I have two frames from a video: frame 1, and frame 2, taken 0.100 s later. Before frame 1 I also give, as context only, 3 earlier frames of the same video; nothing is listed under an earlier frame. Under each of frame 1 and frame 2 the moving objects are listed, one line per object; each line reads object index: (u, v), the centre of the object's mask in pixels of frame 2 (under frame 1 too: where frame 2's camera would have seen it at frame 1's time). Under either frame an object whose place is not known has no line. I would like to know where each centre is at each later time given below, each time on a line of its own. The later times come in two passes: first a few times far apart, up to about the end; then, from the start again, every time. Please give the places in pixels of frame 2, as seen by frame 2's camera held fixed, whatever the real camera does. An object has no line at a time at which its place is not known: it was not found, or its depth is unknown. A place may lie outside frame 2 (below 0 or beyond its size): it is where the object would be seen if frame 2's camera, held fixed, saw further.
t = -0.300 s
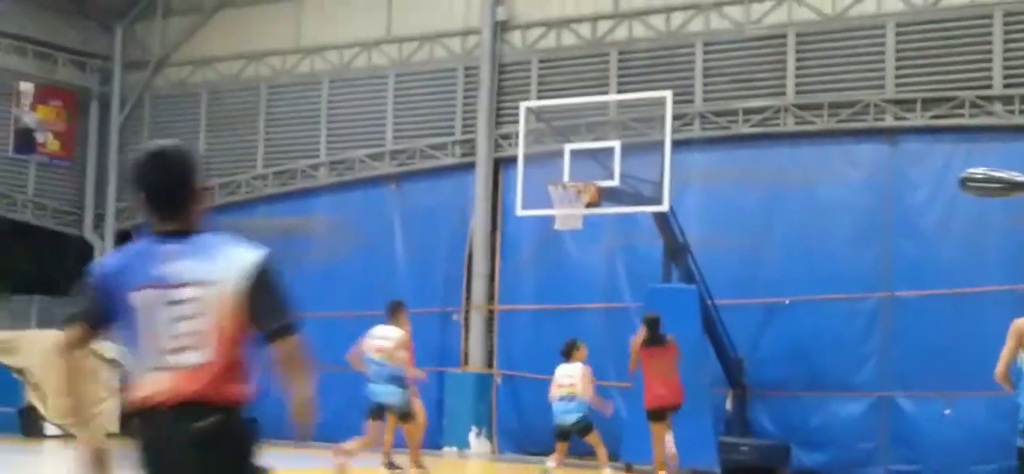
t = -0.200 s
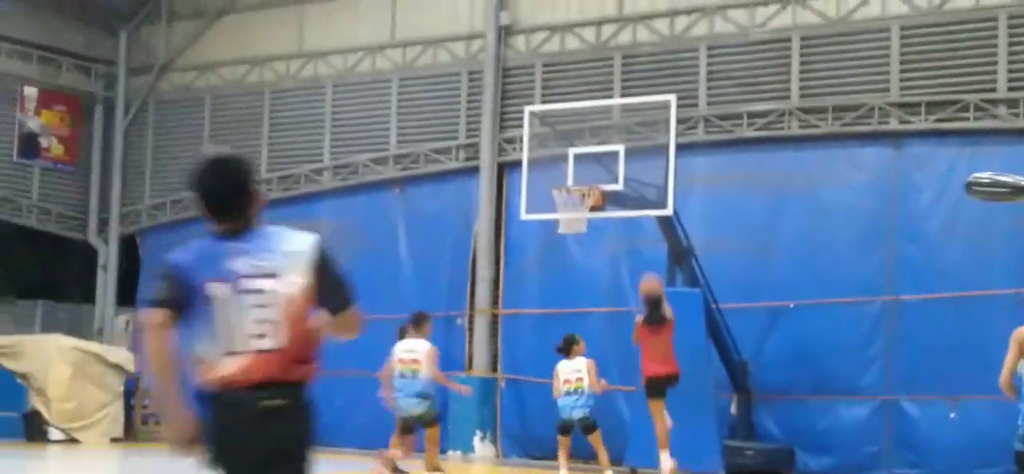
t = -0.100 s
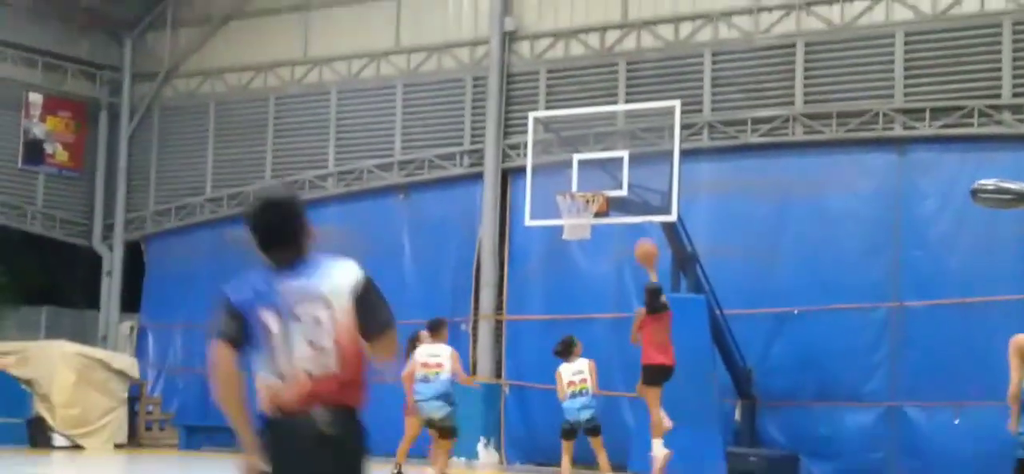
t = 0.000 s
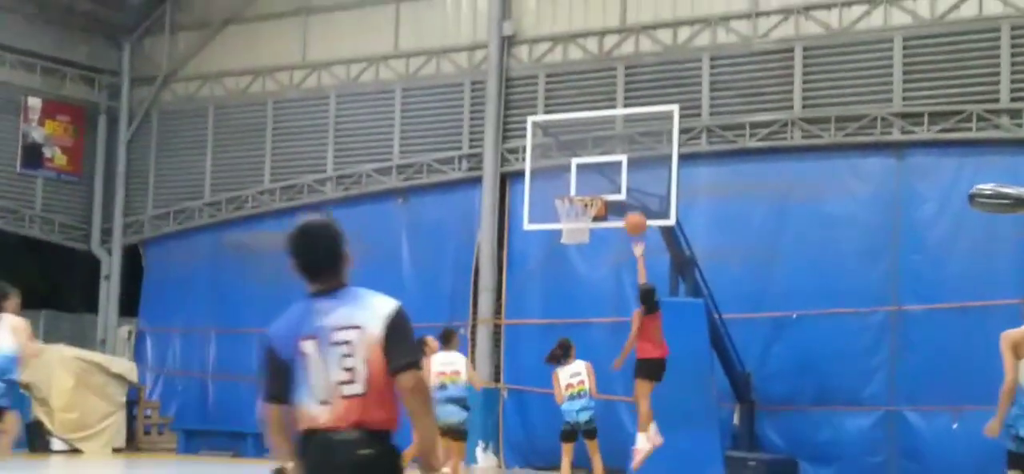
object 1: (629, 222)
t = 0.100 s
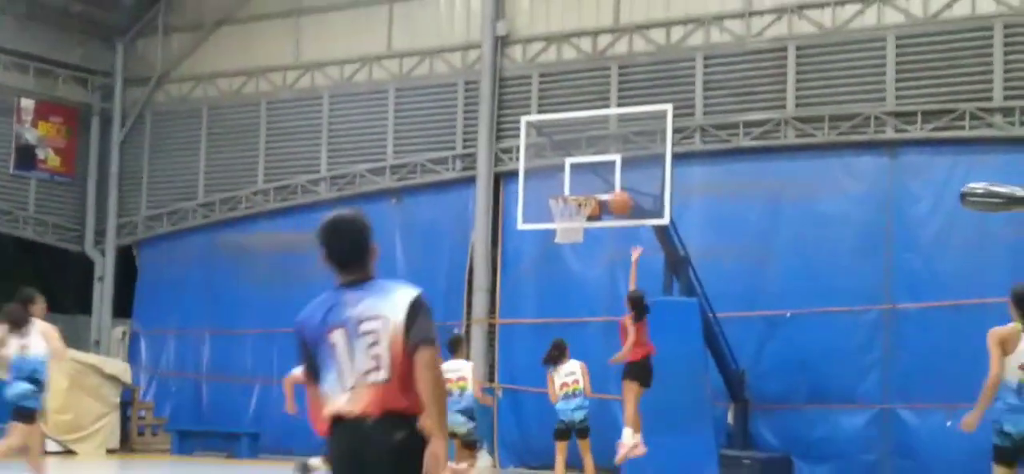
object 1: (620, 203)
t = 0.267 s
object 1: (600, 185)
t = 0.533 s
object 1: (561, 206)
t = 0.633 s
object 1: (564, 228)
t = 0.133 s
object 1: (617, 198)
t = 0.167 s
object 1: (614, 193)
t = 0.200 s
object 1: (610, 191)
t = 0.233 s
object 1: (606, 188)
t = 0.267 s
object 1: (600, 185)
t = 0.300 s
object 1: (596, 184)
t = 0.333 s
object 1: (591, 184)
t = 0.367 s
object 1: (587, 184)
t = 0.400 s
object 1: (582, 186)
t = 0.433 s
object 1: (576, 189)
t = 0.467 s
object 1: (571, 193)
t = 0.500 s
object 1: (566, 199)
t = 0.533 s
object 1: (561, 206)
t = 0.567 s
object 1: (561, 210)
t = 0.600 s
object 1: (562, 219)
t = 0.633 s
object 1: (564, 228)
